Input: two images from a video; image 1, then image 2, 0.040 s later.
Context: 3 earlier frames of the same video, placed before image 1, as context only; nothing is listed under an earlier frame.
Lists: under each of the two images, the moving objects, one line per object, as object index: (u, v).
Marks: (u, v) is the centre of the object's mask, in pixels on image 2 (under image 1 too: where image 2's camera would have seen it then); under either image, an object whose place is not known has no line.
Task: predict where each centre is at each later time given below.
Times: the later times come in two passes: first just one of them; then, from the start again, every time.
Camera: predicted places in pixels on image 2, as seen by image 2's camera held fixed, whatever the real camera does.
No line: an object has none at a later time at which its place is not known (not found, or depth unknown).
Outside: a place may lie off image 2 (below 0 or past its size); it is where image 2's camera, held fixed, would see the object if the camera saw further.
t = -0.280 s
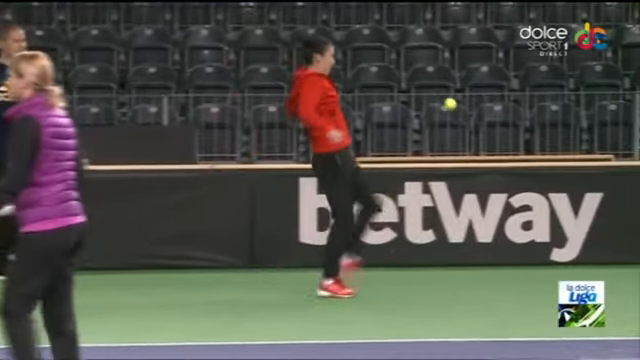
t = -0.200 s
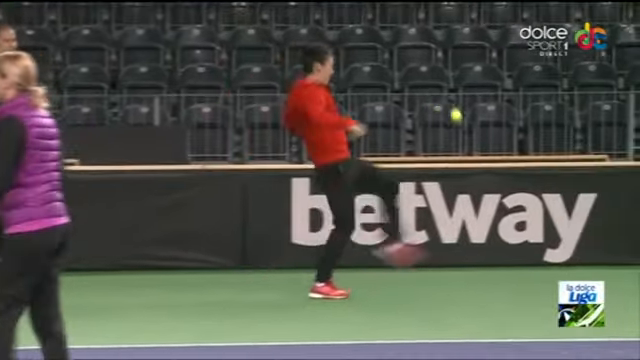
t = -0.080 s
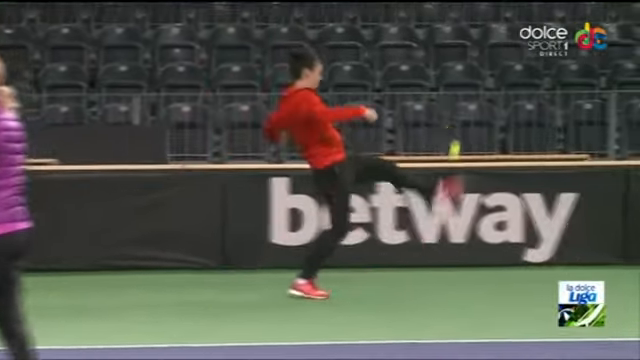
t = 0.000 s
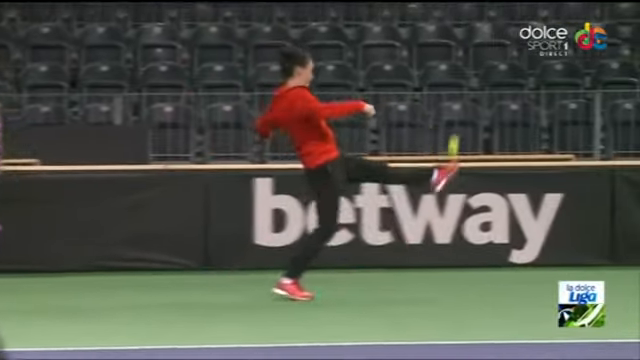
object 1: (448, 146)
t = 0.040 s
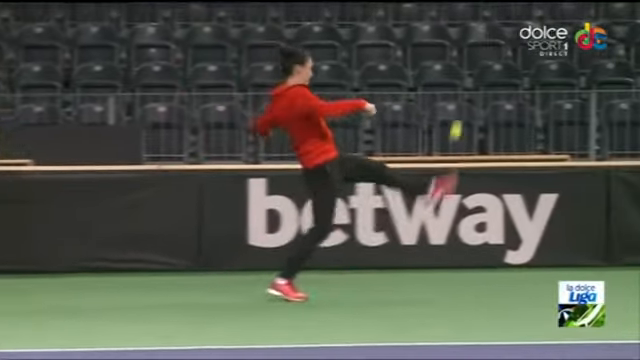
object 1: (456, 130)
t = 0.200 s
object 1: (489, 88)
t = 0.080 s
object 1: (464, 116)
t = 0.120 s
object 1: (472, 104)
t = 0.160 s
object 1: (480, 95)
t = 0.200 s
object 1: (489, 88)
